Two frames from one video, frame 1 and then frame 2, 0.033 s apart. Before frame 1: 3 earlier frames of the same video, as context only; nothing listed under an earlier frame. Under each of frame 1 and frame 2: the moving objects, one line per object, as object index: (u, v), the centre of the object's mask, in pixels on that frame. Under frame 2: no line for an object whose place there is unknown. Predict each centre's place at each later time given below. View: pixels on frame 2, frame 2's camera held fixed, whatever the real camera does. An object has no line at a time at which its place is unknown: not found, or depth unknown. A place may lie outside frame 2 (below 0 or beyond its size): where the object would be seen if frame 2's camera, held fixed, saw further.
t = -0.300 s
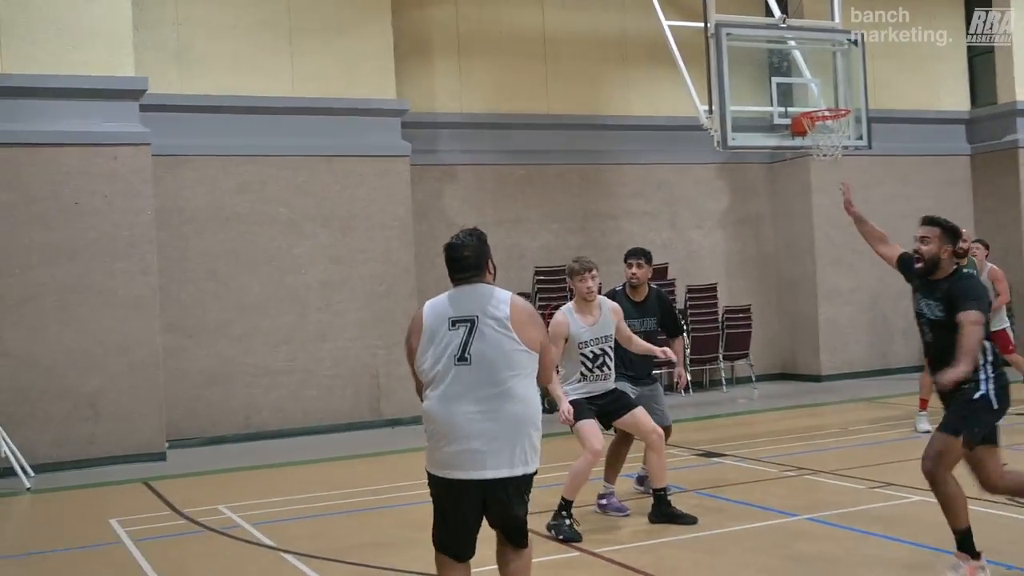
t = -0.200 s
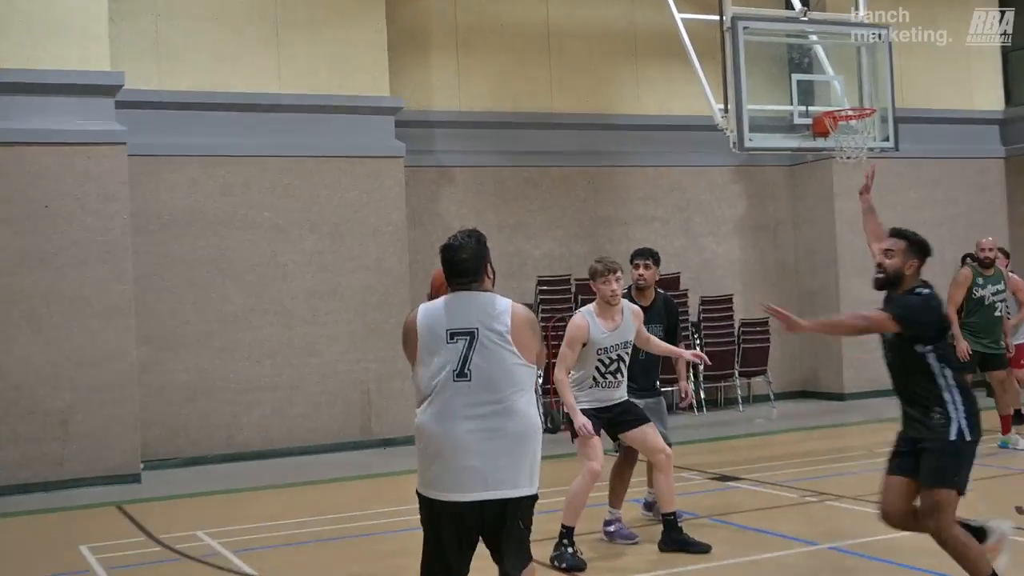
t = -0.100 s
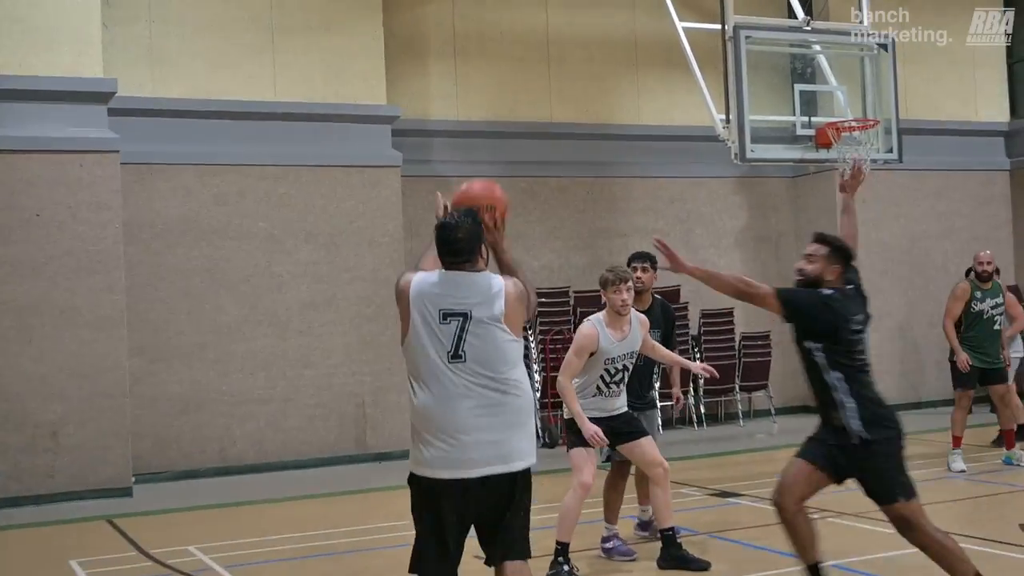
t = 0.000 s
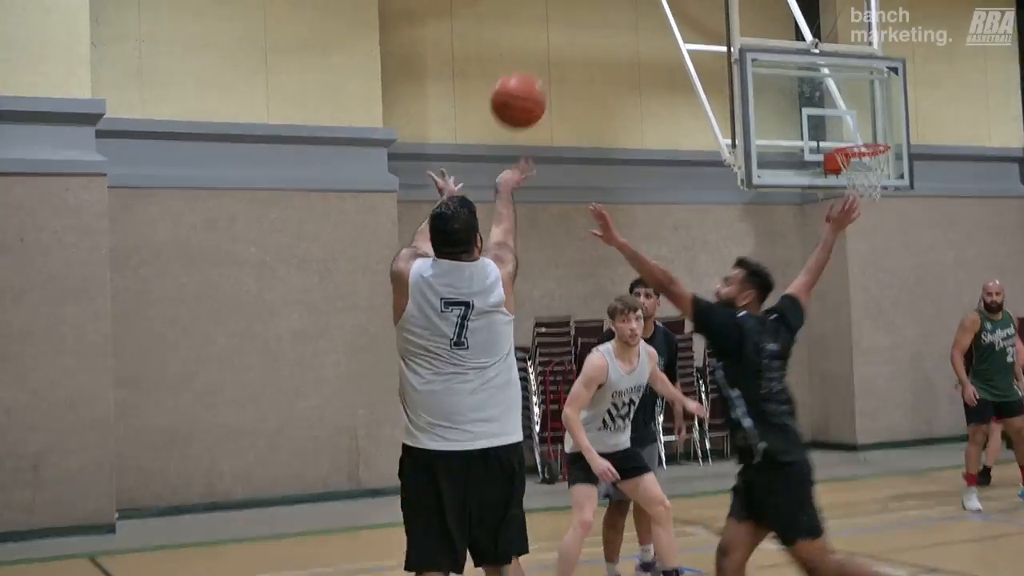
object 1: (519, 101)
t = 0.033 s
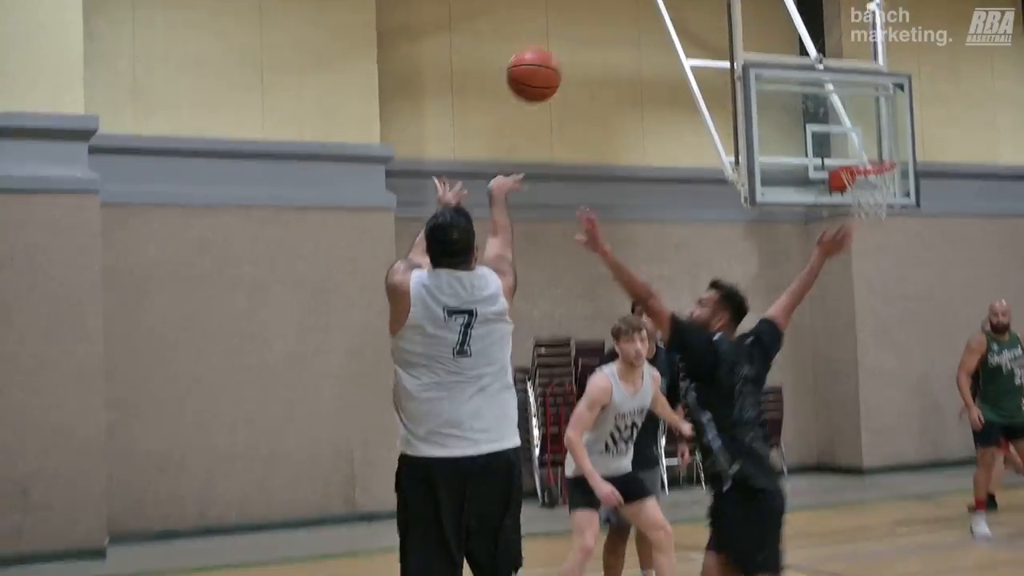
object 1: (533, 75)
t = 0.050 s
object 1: (541, 55)
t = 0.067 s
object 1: (549, 35)
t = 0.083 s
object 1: (556, 18)
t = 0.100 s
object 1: (564, 1)
